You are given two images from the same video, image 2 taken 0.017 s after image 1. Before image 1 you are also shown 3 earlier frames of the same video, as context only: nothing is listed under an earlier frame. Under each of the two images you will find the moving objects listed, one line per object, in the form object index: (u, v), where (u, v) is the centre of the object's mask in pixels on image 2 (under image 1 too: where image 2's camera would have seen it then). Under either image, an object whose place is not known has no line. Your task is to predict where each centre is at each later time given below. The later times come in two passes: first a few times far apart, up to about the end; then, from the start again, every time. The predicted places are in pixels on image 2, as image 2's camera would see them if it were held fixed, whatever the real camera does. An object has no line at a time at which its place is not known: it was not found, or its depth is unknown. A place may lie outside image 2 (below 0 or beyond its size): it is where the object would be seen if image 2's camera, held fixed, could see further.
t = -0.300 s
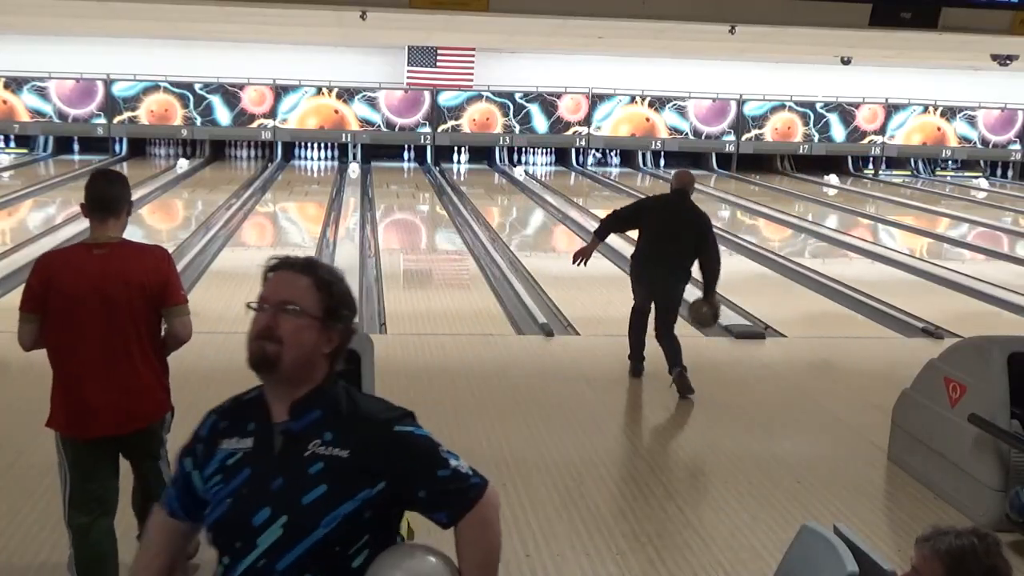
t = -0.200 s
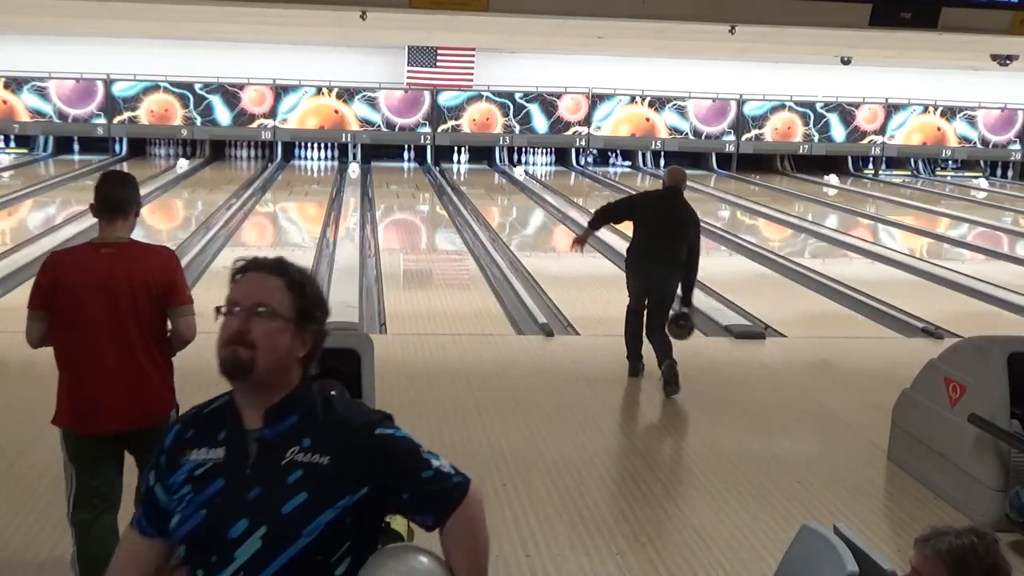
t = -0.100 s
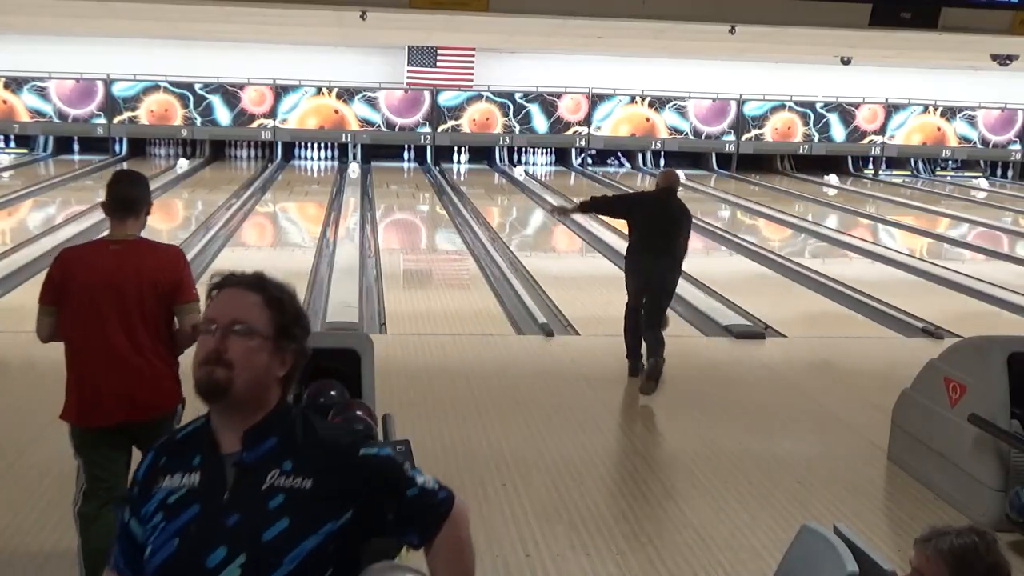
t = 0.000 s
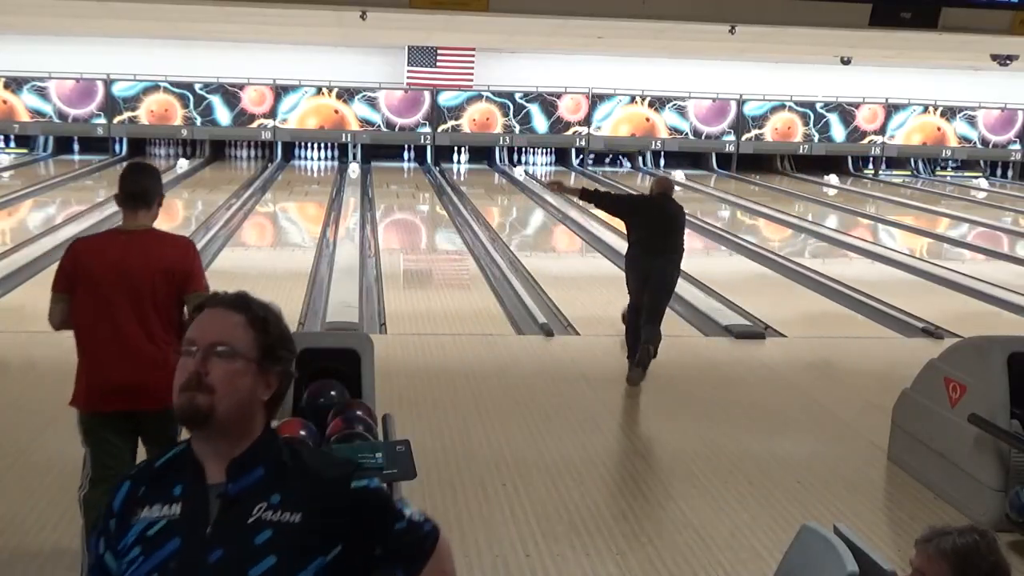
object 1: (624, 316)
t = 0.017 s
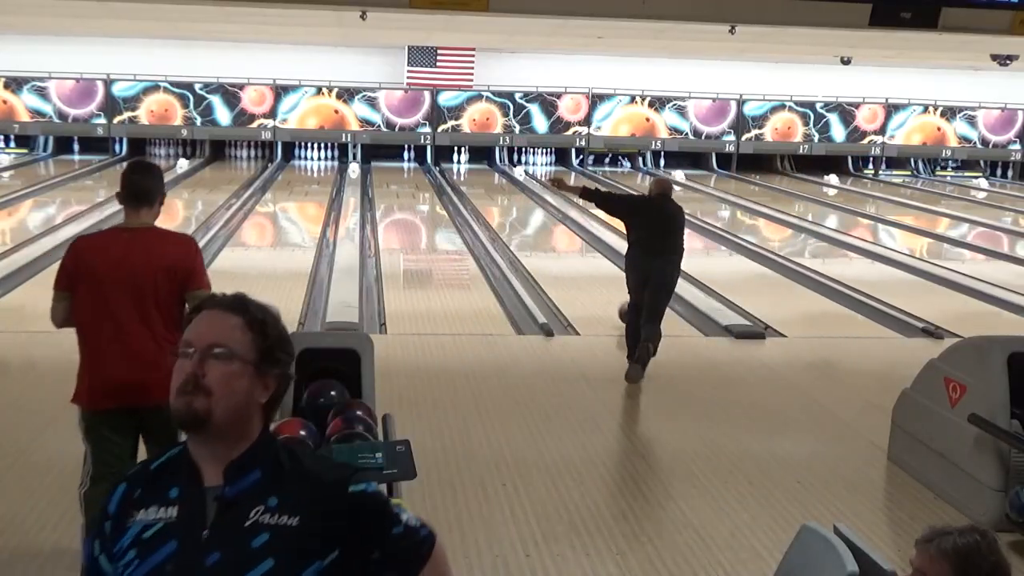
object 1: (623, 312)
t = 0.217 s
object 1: (598, 285)
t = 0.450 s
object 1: (569, 257)
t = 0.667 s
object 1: (548, 238)
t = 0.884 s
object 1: (531, 222)
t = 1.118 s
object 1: (516, 208)
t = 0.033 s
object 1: (622, 309)
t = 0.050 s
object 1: (621, 306)
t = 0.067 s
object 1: (619, 303)
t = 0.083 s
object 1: (618, 301)
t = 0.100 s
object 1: (615, 299)
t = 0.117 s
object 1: (613, 298)
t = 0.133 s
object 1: (610, 297)
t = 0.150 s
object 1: (607, 294)
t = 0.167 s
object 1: (605, 292)
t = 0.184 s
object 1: (603, 289)
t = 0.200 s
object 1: (600, 287)
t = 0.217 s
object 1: (598, 285)
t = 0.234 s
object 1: (595, 283)
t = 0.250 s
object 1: (593, 281)
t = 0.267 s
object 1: (591, 279)
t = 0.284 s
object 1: (589, 276)
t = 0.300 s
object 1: (586, 274)
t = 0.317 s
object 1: (584, 272)
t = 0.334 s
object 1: (582, 270)
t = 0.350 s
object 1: (580, 268)
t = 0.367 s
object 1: (578, 266)
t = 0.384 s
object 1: (576, 264)
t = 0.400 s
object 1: (574, 262)
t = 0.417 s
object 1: (572, 261)
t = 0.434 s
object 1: (571, 259)
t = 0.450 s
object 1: (569, 257)
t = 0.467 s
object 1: (567, 256)
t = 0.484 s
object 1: (565, 254)
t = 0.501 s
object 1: (564, 253)
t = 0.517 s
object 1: (562, 251)
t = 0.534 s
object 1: (560, 250)
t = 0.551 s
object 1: (559, 248)
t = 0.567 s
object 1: (557, 246)
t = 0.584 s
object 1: (555, 245)
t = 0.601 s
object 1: (554, 244)
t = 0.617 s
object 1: (552, 242)
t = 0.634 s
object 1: (551, 241)
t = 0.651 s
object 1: (549, 240)
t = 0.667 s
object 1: (548, 238)
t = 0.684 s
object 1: (546, 237)
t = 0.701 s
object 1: (545, 236)
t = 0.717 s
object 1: (544, 234)
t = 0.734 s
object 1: (542, 233)
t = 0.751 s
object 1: (541, 232)
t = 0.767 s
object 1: (540, 230)
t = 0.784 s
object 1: (538, 229)
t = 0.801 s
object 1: (537, 228)
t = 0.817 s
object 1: (536, 227)
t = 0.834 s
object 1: (535, 225)
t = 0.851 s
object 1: (533, 224)
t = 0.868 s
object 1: (532, 223)
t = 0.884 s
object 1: (531, 222)
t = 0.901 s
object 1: (530, 221)
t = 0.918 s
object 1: (529, 220)
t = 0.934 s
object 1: (527, 219)
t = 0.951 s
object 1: (526, 218)
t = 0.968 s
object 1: (525, 217)
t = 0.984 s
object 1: (524, 215)
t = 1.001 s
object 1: (523, 214)
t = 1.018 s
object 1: (522, 213)
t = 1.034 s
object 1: (521, 212)
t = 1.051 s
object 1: (520, 212)
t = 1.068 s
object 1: (519, 211)
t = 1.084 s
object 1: (518, 210)
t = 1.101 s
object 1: (517, 209)
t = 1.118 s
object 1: (516, 208)
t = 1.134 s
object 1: (515, 207)
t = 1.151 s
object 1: (514, 206)
